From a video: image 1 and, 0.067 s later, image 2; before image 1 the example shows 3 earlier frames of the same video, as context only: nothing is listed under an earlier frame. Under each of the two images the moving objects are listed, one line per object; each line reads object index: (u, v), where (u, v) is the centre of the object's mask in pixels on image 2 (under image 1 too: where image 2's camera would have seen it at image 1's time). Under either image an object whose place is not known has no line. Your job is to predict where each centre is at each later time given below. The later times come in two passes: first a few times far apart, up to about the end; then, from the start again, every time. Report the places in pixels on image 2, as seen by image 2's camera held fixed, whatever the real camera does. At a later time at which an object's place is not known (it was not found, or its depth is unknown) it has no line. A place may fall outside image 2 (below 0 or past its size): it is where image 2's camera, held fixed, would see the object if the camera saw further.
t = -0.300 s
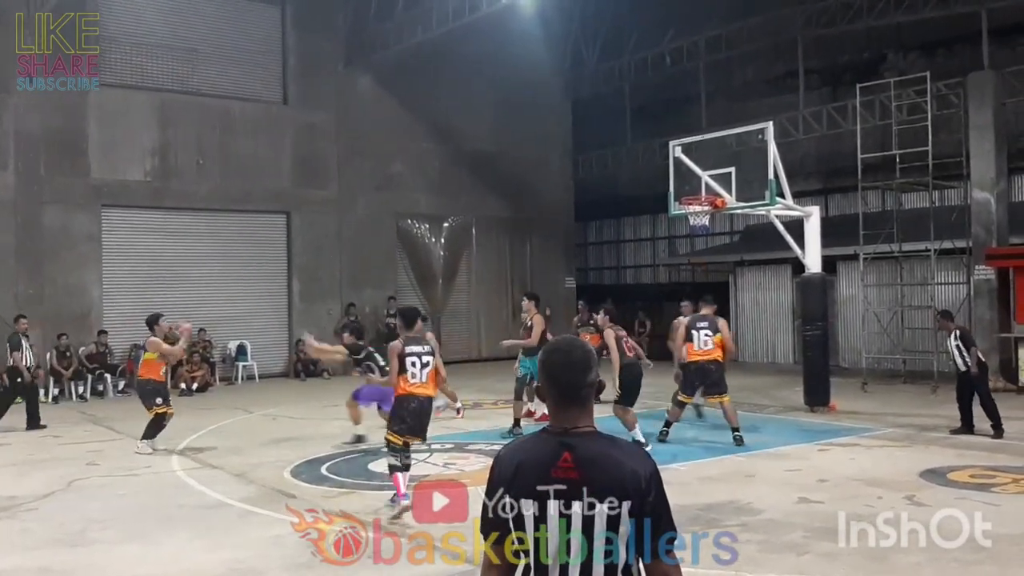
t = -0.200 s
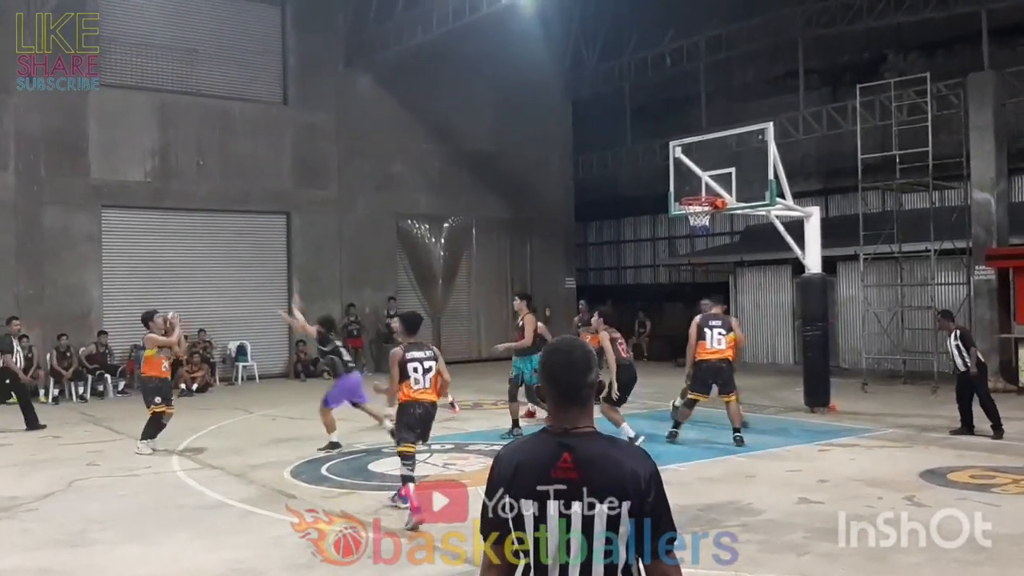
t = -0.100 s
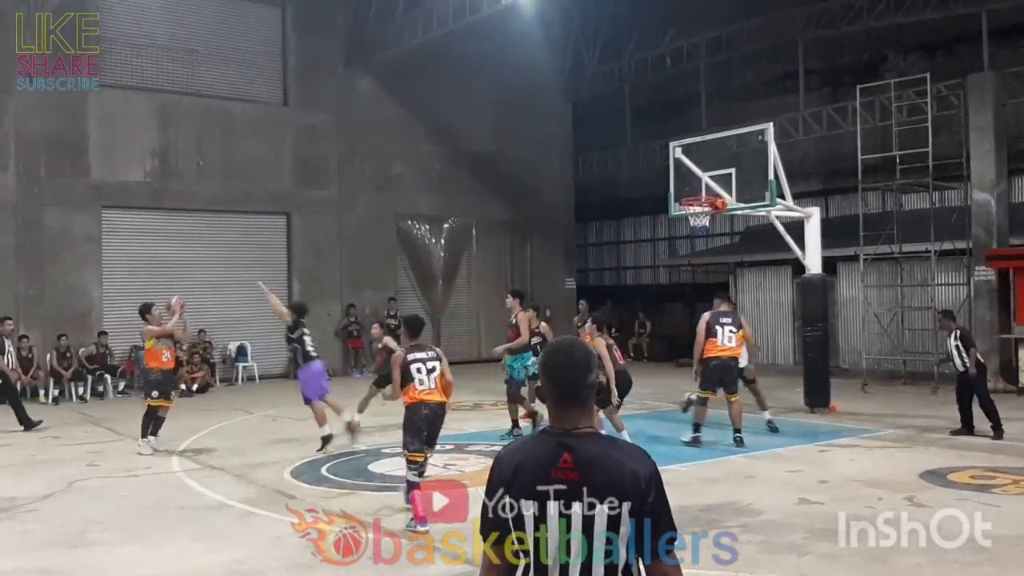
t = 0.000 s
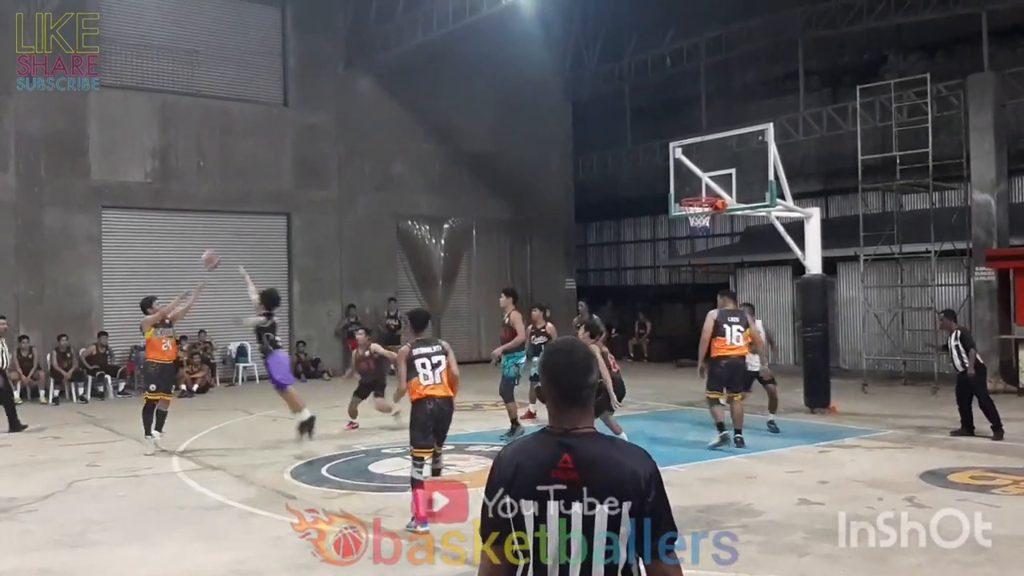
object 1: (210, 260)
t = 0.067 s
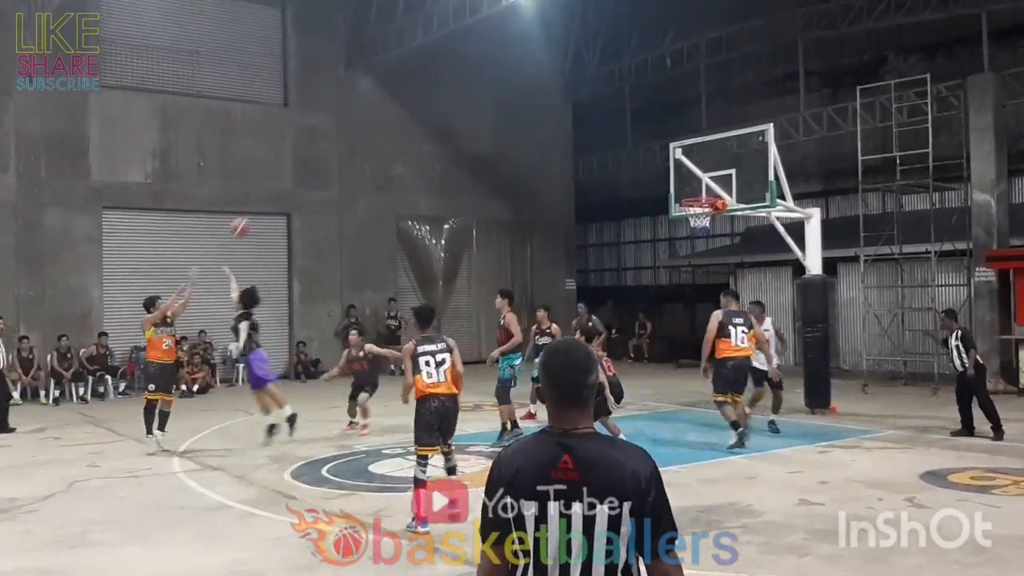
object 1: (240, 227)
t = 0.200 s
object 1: (298, 174)
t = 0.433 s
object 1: (398, 114)
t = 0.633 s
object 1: (480, 98)
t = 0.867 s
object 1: (571, 114)
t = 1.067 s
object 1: (646, 157)
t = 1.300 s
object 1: (691, 182)
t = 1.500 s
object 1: (659, 173)
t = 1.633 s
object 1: (638, 182)
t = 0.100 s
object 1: (254, 211)
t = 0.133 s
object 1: (270, 198)
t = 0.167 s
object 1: (283, 185)
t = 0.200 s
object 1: (298, 174)
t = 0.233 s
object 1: (314, 163)
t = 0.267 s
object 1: (329, 152)
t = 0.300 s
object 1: (342, 143)
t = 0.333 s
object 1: (356, 135)
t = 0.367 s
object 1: (371, 128)
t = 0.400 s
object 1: (385, 121)
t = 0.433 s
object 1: (398, 114)
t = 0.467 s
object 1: (413, 110)
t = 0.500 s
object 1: (428, 106)
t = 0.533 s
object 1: (440, 103)
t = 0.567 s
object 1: (453, 100)
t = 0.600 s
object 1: (466, 99)
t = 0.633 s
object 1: (480, 98)
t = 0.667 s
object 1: (493, 98)
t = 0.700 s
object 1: (506, 99)
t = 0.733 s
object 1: (518, 100)
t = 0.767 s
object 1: (532, 103)
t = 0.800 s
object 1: (546, 106)
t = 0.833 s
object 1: (559, 109)
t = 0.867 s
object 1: (571, 114)
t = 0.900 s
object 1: (584, 120)
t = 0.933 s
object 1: (596, 126)
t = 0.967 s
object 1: (609, 132)
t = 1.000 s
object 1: (621, 140)
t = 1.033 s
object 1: (633, 148)
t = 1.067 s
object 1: (646, 157)
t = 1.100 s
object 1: (658, 167)
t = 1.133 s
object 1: (670, 177)
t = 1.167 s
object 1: (683, 189)
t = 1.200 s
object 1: (691, 193)
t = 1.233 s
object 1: (695, 189)
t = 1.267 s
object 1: (695, 186)
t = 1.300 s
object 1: (691, 182)
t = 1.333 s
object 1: (685, 178)
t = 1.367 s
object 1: (679, 175)
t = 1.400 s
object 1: (675, 174)
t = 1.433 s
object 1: (669, 173)
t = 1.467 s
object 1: (664, 173)
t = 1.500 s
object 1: (659, 173)
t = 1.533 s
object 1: (653, 174)
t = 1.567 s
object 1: (649, 176)
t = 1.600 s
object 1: (643, 179)
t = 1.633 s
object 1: (638, 182)
